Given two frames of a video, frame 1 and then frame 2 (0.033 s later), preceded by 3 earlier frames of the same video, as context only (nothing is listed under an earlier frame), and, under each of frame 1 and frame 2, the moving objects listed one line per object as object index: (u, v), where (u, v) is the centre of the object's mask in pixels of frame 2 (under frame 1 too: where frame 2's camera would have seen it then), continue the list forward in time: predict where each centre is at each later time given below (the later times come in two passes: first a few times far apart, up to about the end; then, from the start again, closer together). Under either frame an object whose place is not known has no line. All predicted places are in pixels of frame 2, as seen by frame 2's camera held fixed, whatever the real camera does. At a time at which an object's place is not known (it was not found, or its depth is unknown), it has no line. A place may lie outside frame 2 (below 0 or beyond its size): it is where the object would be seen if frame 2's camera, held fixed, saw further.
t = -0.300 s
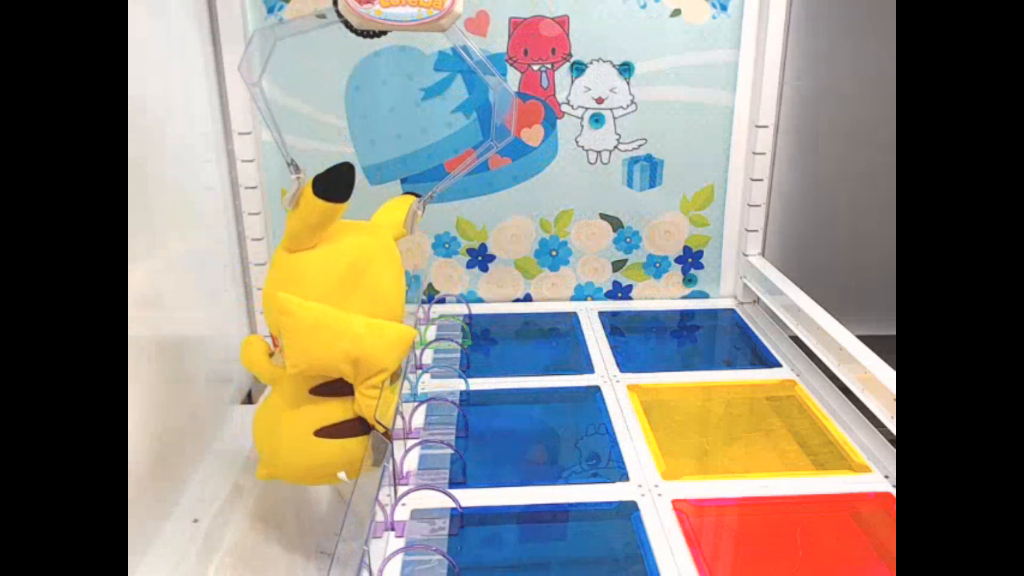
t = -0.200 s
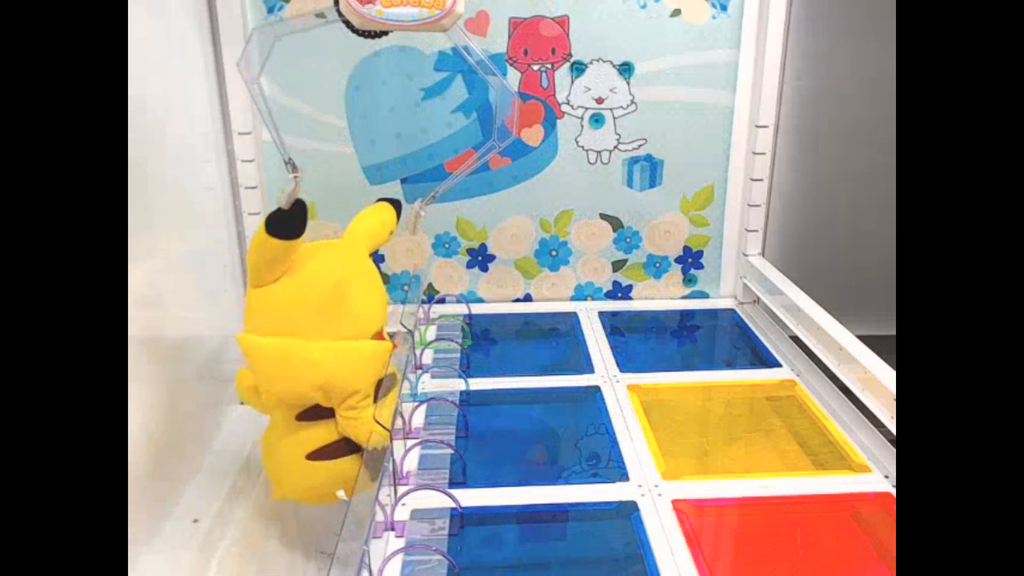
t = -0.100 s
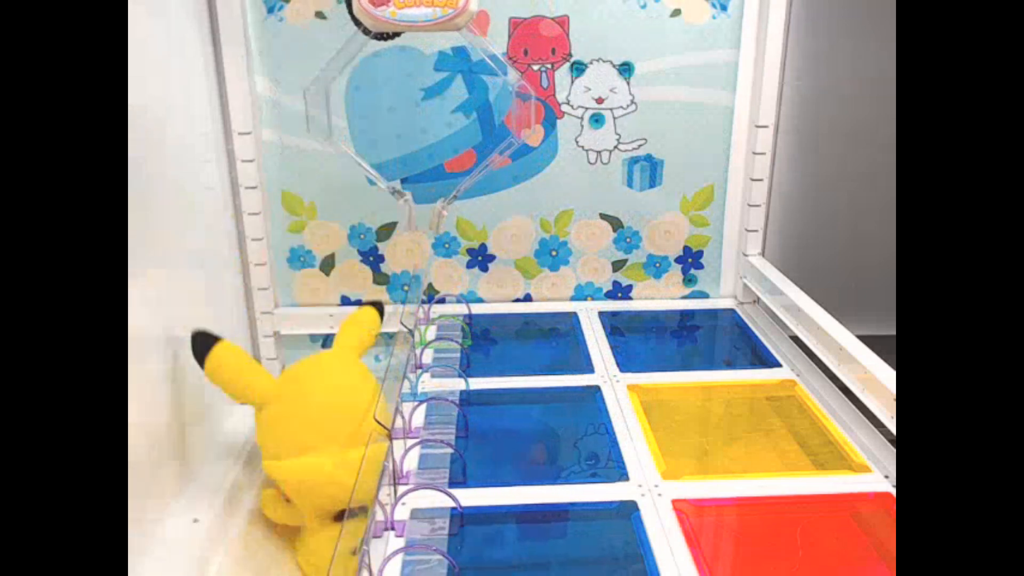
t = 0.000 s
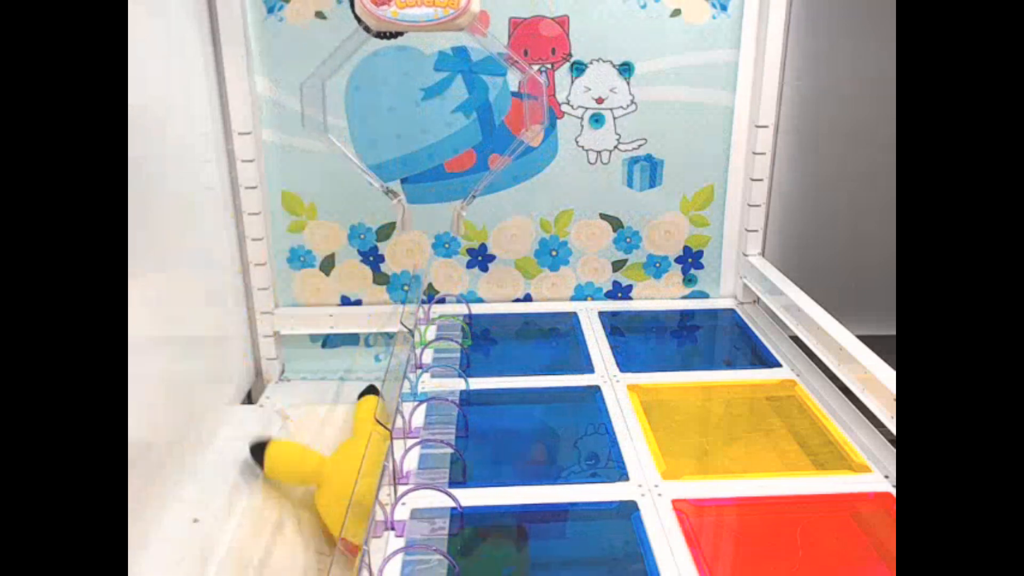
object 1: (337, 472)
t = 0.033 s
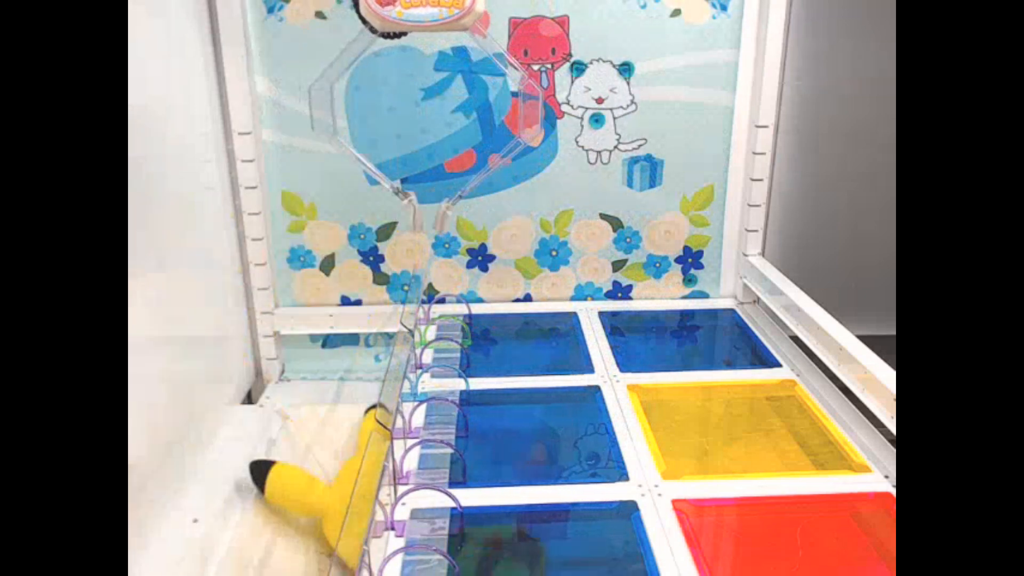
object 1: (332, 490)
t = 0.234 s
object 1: (324, 531)
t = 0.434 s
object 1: (325, 531)
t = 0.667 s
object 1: (324, 531)
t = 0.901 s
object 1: (324, 531)
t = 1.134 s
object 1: (324, 531)
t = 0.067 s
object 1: (327, 523)
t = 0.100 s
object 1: (328, 528)
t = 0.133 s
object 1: (324, 533)
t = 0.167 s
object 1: (325, 532)
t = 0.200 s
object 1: (325, 532)
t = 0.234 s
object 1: (324, 531)
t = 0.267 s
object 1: (324, 531)
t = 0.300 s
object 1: (325, 532)
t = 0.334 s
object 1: (324, 531)
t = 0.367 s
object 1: (324, 531)
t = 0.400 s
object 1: (325, 531)
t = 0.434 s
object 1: (325, 531)
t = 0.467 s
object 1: (325, 531)
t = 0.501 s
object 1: (325, 531)
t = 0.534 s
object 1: (326, 531)
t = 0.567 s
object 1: (324, 532)
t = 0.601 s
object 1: (325, 531)
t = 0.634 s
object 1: (326, 531)
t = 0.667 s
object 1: (324, 531)
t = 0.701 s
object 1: (325, 531)
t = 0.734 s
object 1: (324, 531)
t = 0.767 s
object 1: (325, 531)
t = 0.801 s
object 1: (324, 531)
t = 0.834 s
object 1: (325, 531)
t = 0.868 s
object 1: (325, 531)
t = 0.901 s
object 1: (324, 531)
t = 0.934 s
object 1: (325, 531)
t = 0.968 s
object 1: (324, 531)
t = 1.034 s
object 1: (324, 531)
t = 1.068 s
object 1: (325, 531)
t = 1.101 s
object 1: (323, 531)
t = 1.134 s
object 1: (324, 531)
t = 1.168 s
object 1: (325, 532)
